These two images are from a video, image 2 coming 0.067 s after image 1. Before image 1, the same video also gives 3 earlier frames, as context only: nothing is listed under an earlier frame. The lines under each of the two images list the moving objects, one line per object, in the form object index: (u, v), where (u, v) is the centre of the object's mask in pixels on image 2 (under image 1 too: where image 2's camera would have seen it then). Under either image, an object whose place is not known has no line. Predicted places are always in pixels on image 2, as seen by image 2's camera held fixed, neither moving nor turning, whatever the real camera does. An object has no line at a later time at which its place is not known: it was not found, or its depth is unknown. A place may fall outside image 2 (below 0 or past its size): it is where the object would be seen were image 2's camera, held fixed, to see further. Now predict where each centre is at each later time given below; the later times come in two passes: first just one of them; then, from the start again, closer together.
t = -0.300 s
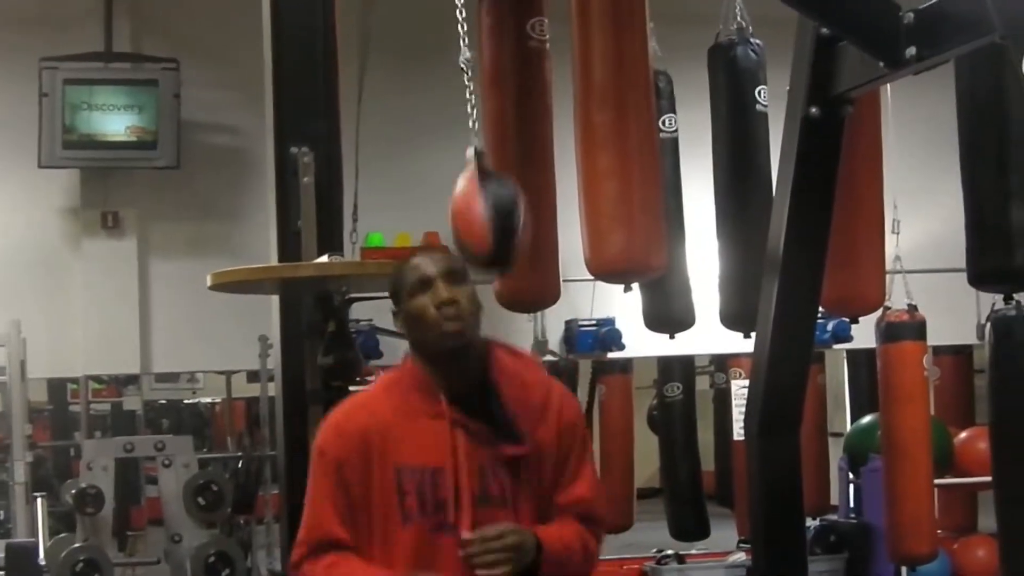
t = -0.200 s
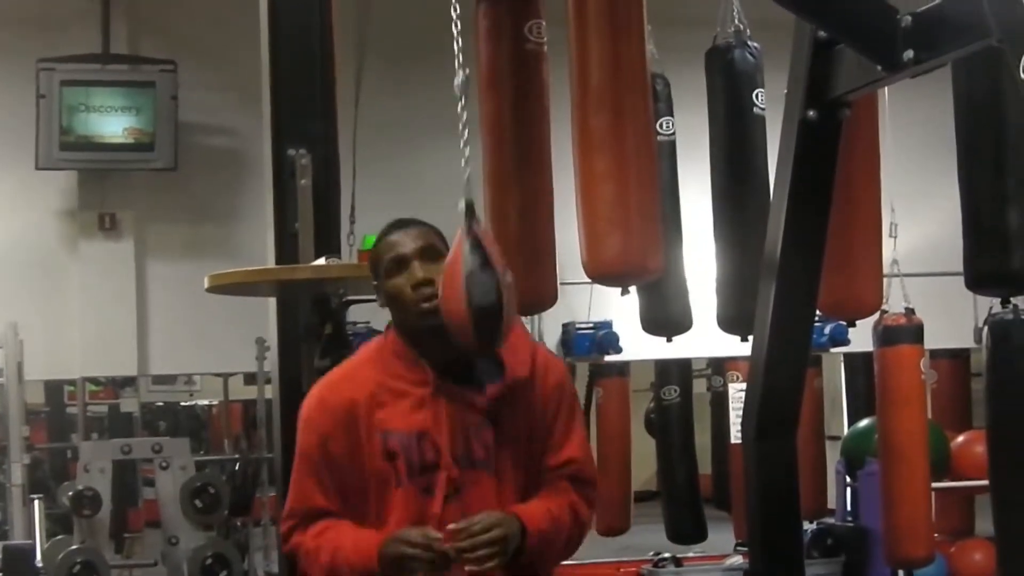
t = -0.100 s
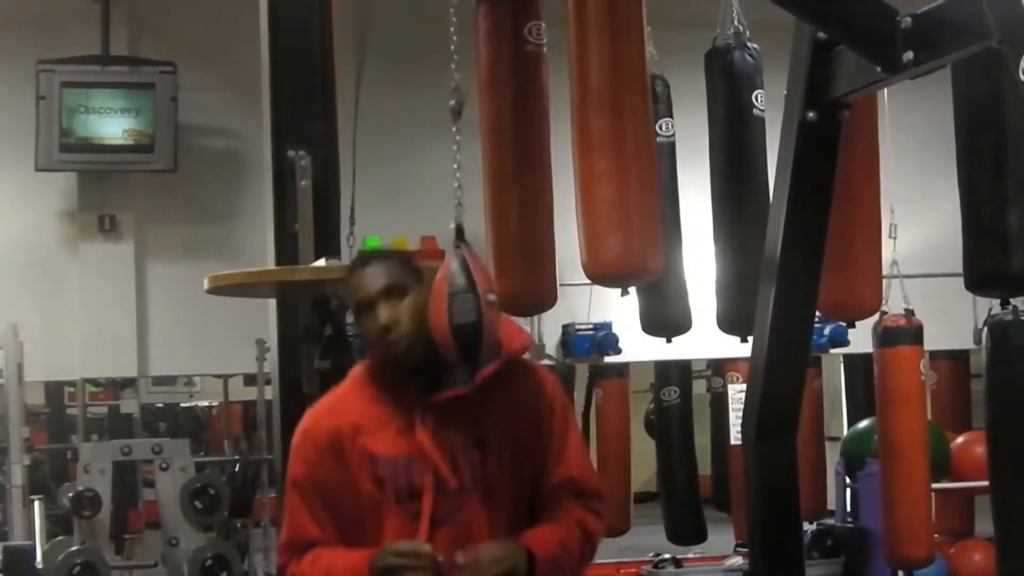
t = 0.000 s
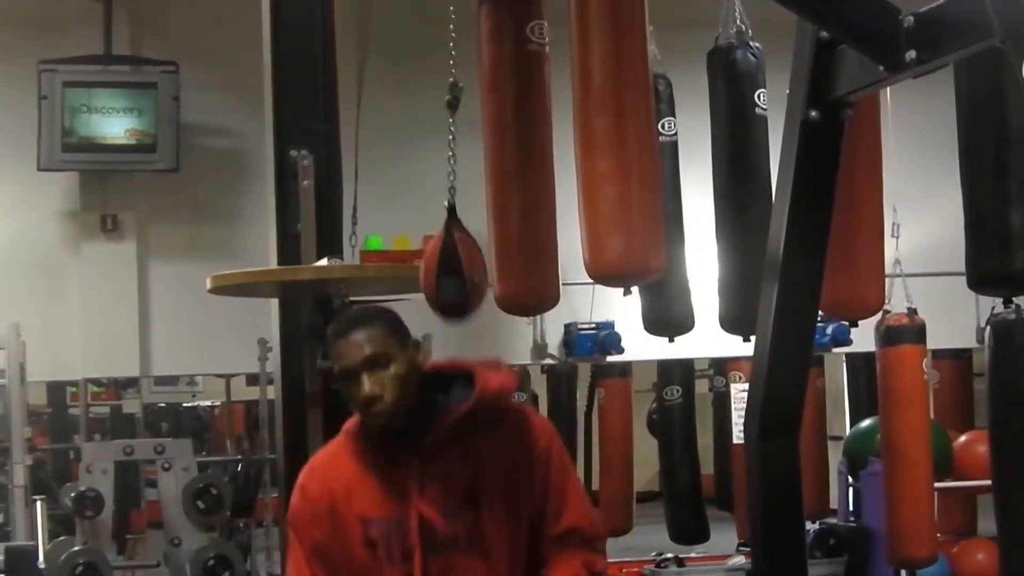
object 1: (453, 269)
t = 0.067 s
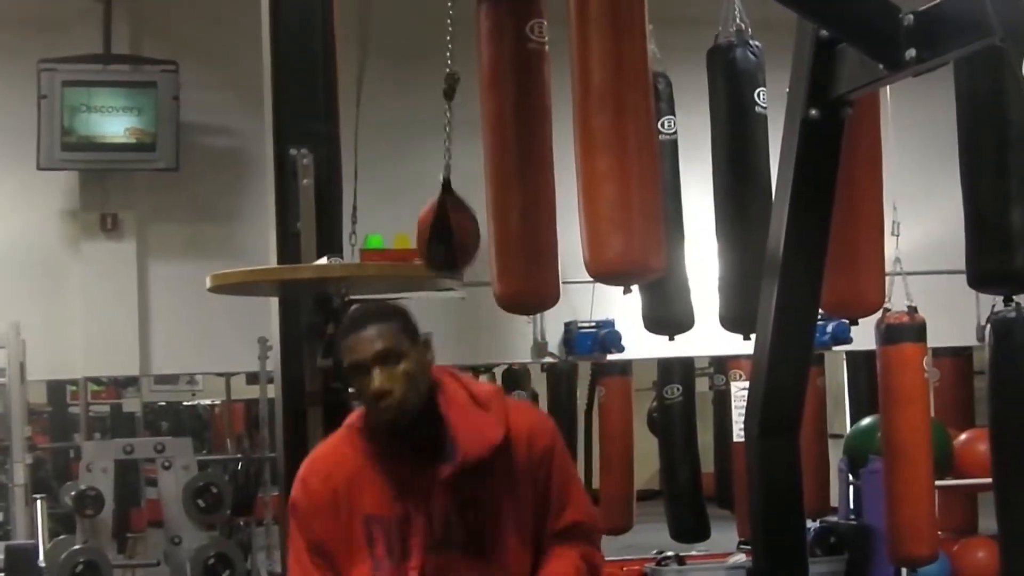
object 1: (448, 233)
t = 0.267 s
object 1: (437, 158)
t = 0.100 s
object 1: (445, 215)
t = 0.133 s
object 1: (442, 198)
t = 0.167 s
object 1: (440, 184)
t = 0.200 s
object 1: (439, 171)
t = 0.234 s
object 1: (438, 163)
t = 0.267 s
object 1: (437, 158)
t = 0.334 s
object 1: (436, 162)
